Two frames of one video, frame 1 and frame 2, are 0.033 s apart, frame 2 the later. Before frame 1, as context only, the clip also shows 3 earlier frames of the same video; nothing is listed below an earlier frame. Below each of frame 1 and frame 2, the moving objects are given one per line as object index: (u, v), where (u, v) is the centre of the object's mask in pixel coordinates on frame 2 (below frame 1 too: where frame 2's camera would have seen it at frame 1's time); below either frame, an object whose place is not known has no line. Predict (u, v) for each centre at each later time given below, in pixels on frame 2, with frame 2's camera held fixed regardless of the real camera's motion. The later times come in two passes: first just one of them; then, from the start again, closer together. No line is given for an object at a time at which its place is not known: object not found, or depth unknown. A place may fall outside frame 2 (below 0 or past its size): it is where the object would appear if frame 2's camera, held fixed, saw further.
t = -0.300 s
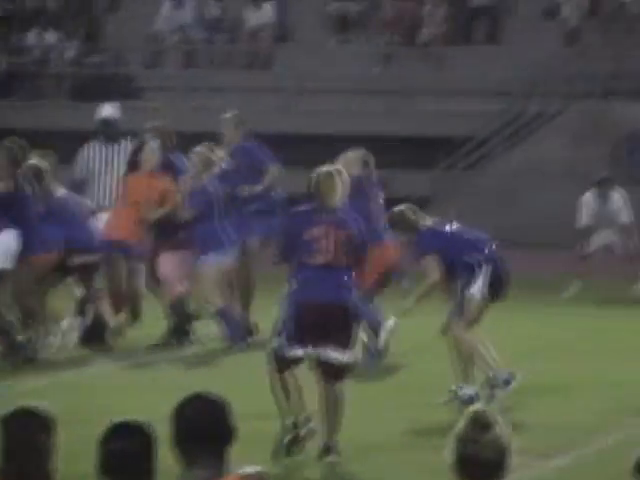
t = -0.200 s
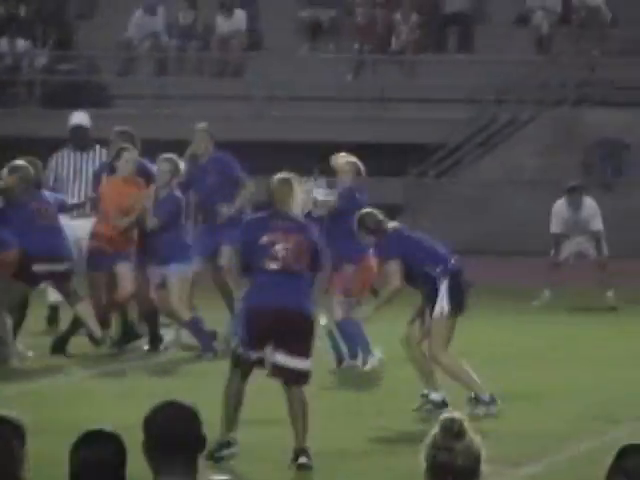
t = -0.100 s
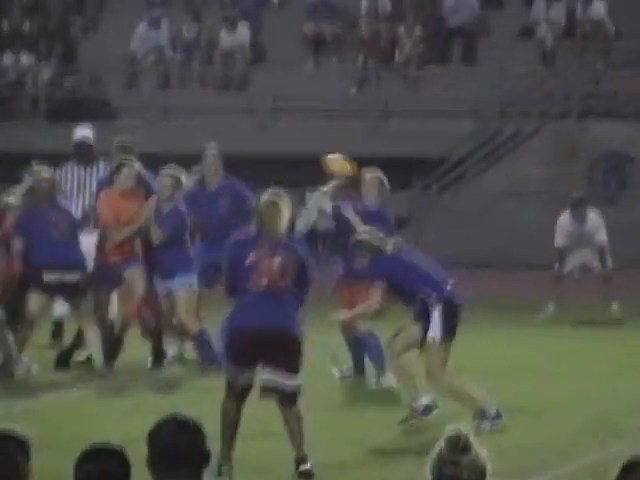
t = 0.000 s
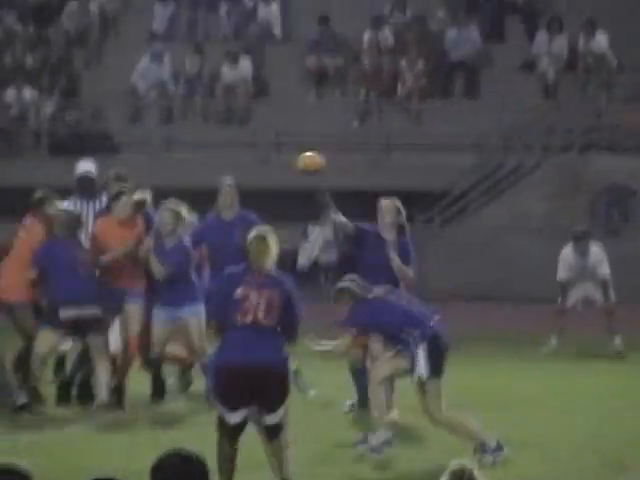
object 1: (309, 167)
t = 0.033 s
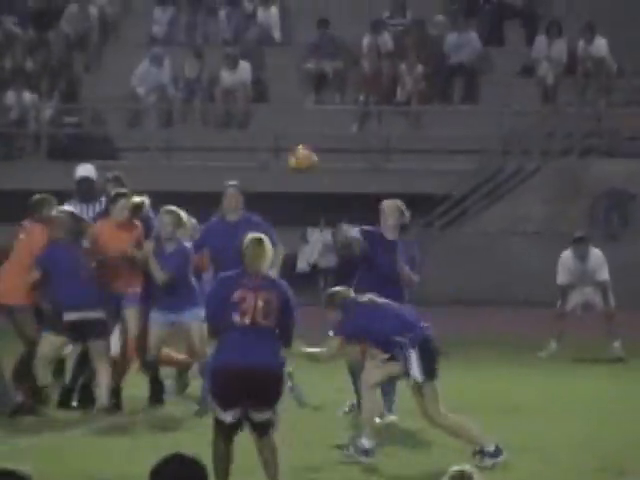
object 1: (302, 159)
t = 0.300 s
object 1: (228, 156)
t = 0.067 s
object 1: (295, 155)
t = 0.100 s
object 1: (287, 150)
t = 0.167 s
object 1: (270, 145)
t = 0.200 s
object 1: (260, 146)
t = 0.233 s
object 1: (253, 148)
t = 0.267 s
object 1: (241, 152)
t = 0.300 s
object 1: (228, 156)
